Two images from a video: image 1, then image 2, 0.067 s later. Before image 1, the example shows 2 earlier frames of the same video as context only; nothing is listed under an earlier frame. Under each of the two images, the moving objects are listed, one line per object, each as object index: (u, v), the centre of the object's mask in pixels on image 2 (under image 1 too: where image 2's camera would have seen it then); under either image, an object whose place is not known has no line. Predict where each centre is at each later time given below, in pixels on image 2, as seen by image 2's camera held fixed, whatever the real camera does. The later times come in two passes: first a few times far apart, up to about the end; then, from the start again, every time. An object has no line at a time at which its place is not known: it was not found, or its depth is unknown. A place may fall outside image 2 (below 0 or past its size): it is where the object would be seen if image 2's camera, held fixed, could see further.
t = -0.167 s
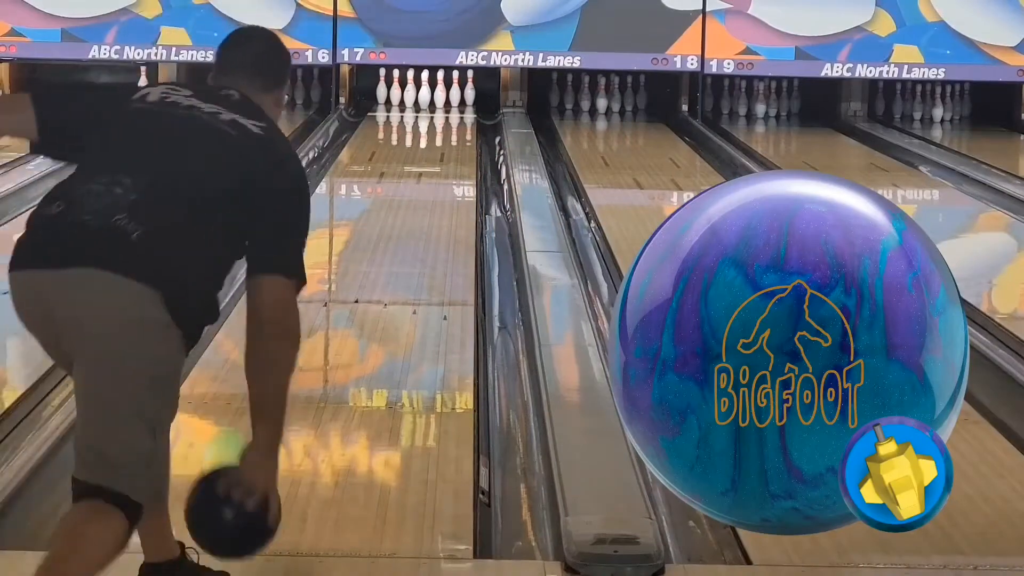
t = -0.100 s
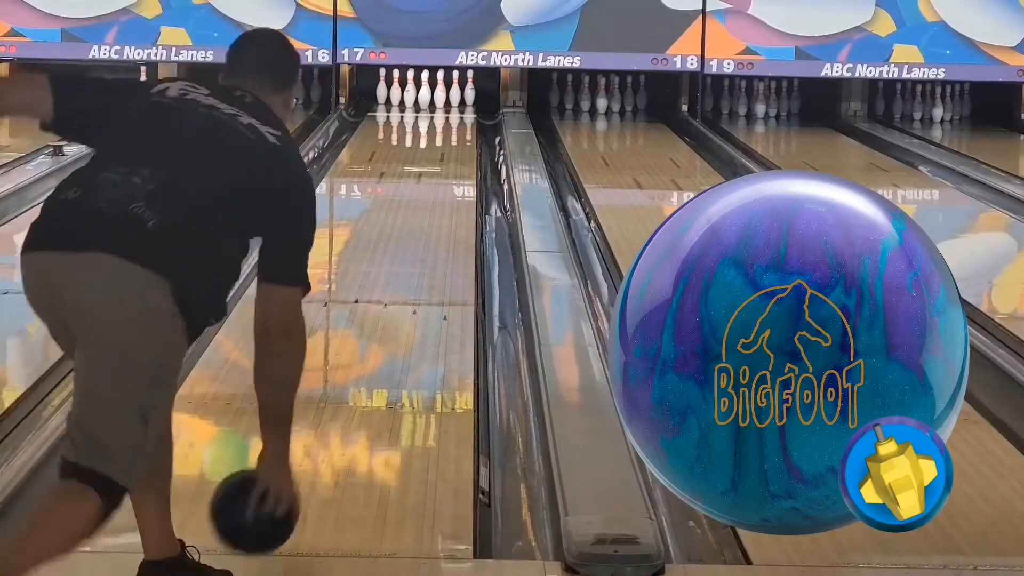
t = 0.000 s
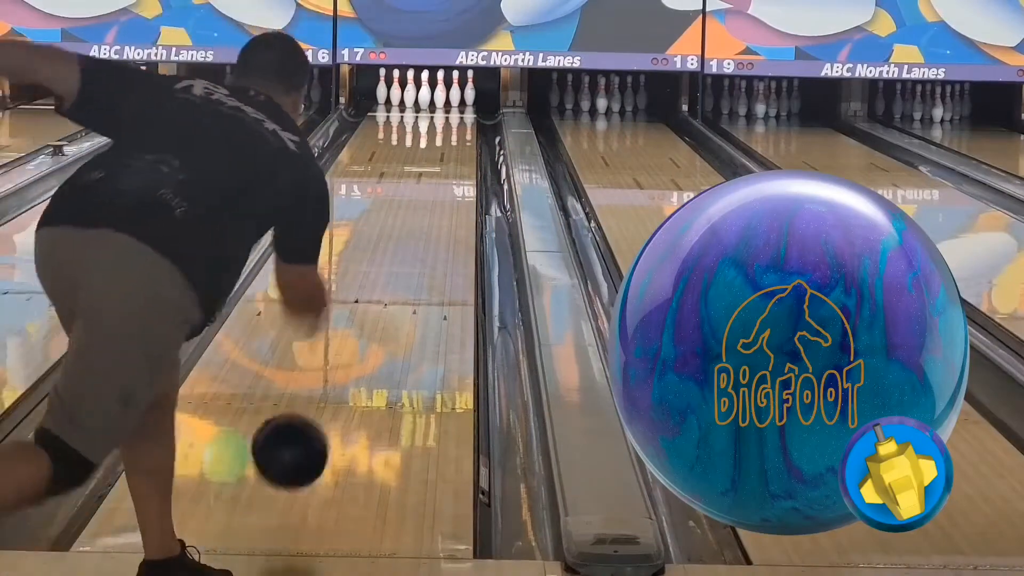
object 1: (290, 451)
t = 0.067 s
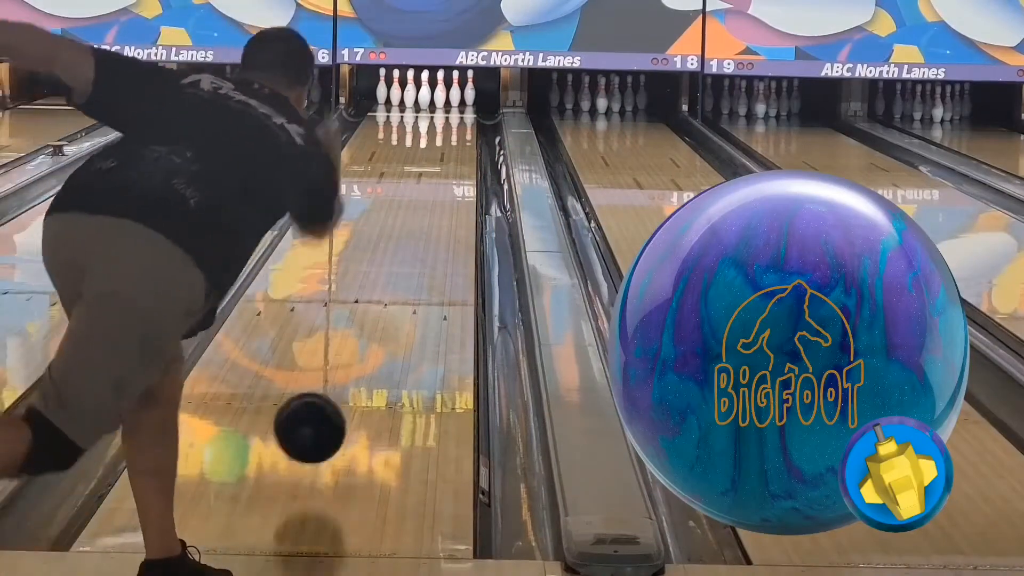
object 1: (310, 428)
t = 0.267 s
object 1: (355, 368)
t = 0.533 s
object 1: (395, 291)
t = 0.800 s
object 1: (422, 239)
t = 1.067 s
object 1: (440, 201)
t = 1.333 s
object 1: (452, 172)
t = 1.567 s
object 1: (458, 153)
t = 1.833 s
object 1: (460, 134)
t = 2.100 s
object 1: (455, 120)
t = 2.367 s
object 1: (443, 109)
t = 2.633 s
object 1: (434, 100)
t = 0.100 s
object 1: (319, 422)
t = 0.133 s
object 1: (327, 420)
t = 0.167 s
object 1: (334, 405)
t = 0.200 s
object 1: (342, 393)
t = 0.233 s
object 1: (349, 380)
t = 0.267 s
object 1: (355, 368)
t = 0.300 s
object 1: (361, 356)
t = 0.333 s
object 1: (367, 345)
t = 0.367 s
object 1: (372, 335)
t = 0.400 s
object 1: (377, 325)
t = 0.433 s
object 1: (382, 316)
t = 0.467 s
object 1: (387, 307)
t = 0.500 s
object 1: (391, 299)
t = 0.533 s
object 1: (395, 291)
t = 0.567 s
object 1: (399, 283)
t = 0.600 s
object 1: (403, 276)
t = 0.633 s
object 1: (406, 269)
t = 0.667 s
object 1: (410, 263)
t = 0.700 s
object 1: (413, 256)
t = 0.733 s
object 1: (416, 250)
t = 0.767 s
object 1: (419, 245)
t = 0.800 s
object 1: (422, 239)
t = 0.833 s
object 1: (425, 233)
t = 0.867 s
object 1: (427, 228)
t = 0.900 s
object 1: (430, 223)
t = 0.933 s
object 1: (432, 219)
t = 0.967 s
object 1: (434, 214)
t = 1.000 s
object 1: (436, 209)
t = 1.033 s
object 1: (438, 205)
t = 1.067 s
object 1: (440, 201)
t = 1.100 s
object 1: (442, 197)
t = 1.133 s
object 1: (444, 193)
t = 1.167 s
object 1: (445, 189)
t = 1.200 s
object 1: (447, 186)
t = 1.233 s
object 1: (448, 182)
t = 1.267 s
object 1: (449, 179)
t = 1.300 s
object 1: (451, 175)
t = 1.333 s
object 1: (452, 172)
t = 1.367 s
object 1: (453, 169)
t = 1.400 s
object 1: (454, 166)
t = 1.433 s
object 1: (455, 163)
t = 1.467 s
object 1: (456, 160)
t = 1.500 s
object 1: (457, 158)
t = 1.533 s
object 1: (457, 155)
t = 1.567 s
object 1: (458, 153)
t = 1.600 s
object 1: (458, 150)
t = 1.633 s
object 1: (459, 148)
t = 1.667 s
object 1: (459, 146)
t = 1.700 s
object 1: (460, 143)
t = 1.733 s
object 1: (460, 141)
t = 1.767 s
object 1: (460, 139)
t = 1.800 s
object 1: (460, 136)
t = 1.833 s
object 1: (460, 134)
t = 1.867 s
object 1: (460, 132)
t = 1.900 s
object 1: (460, 131)
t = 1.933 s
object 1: (459, 129)
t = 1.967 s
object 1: (458, 127)
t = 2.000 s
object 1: (458, 125)
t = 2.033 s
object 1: (457, 123)
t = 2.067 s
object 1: (456, 122)
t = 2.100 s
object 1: (455, 120)
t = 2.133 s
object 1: (454, 119)
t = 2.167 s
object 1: (452, 117)
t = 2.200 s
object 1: (451, 116)
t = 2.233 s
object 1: (449, 114)
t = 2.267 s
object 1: (447, 113)
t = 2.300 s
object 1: (446, 111)
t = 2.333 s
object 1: (445, 110)
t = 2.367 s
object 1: (443, 109)
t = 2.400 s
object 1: (441, 107)
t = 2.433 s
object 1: (441, 106)
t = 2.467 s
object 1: (439, 105)
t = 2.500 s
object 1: (438, 104)
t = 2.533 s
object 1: (436, 103)
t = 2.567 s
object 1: (435, 102)
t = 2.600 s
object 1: (434, 101)
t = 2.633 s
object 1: (434, 100)
